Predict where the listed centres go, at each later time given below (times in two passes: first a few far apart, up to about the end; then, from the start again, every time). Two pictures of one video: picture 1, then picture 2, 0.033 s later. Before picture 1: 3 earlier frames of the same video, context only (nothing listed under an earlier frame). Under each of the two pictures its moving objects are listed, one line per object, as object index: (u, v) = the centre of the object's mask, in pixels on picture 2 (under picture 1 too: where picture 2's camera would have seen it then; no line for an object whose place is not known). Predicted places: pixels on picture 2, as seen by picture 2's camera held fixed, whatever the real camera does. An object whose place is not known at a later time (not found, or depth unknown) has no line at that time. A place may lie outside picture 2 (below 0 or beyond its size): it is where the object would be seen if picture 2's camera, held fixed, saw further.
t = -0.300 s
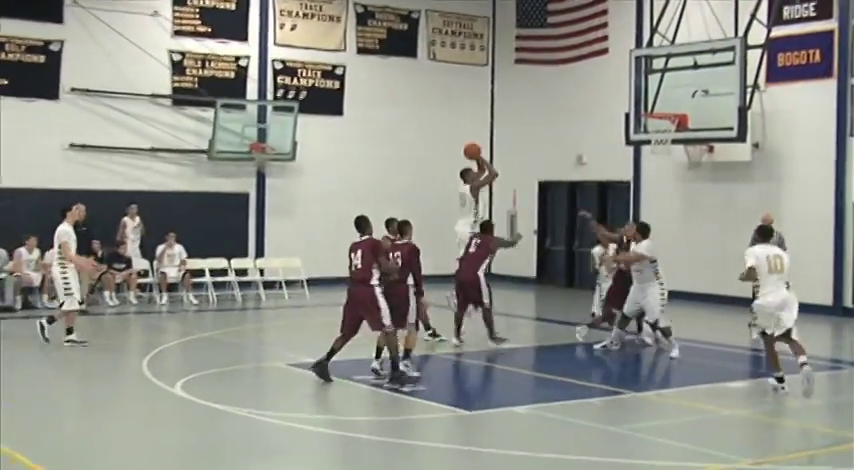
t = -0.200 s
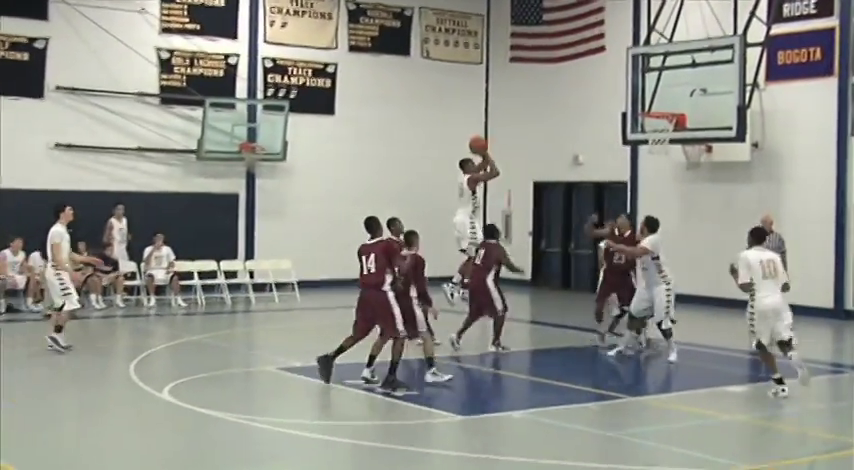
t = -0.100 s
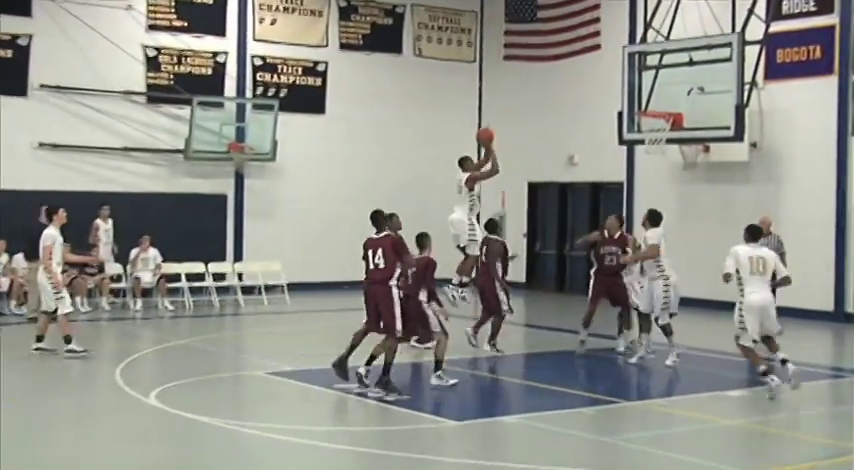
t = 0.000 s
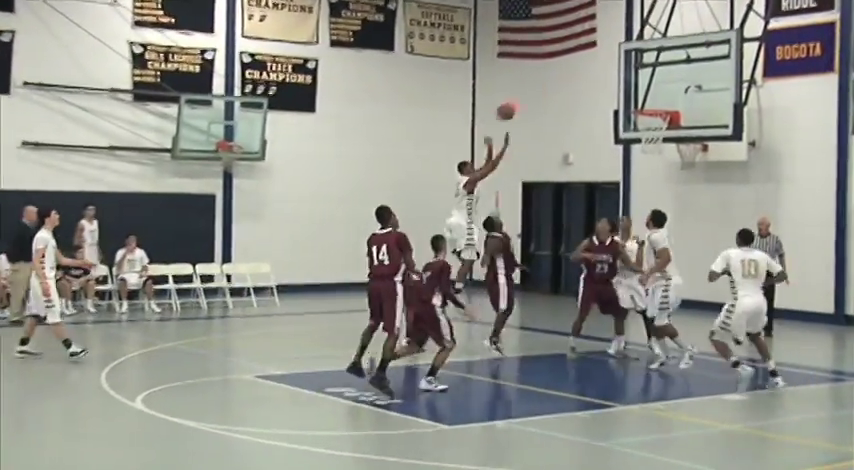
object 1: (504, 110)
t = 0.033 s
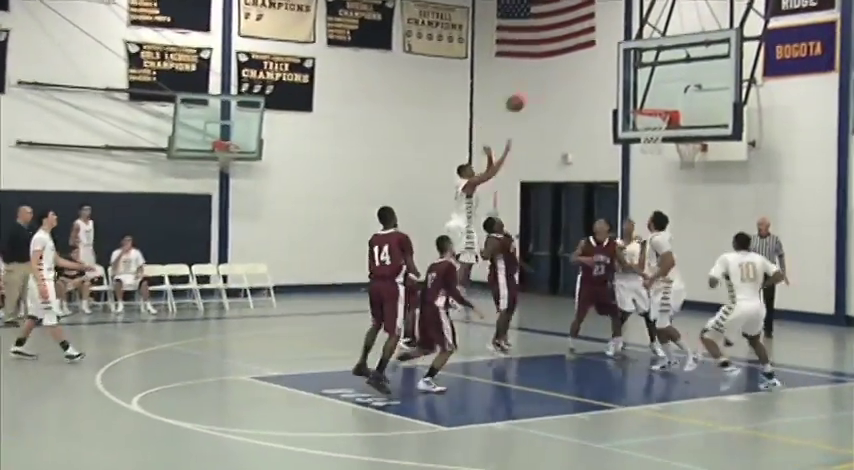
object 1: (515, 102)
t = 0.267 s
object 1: (592, 68)
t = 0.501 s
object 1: (622, 81)
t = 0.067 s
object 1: (526, 95)
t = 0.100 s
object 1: (537, 88)
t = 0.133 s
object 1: (548, 83)
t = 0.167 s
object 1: (559, 77)
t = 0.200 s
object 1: (570, 74)
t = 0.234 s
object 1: (581, 71)
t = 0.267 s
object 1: (592, 68)
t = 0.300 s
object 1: (603, 67)
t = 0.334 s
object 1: (615, 67)
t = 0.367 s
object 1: (620, 68)
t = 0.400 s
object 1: (621, 69)
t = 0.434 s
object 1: (621, 72)
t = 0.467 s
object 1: (621, 76)
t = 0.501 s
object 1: (622, 81)
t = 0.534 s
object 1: (623, 86)
